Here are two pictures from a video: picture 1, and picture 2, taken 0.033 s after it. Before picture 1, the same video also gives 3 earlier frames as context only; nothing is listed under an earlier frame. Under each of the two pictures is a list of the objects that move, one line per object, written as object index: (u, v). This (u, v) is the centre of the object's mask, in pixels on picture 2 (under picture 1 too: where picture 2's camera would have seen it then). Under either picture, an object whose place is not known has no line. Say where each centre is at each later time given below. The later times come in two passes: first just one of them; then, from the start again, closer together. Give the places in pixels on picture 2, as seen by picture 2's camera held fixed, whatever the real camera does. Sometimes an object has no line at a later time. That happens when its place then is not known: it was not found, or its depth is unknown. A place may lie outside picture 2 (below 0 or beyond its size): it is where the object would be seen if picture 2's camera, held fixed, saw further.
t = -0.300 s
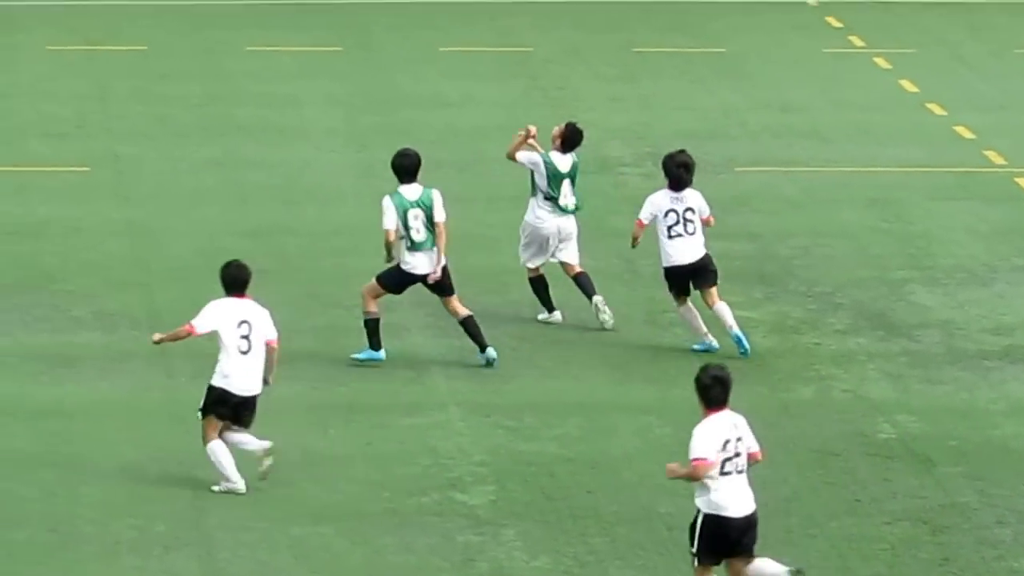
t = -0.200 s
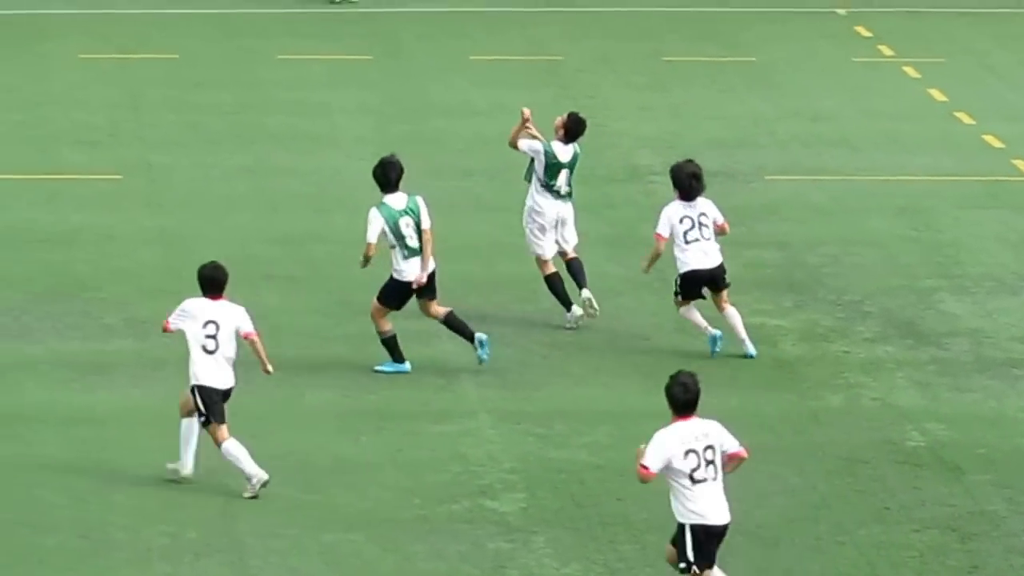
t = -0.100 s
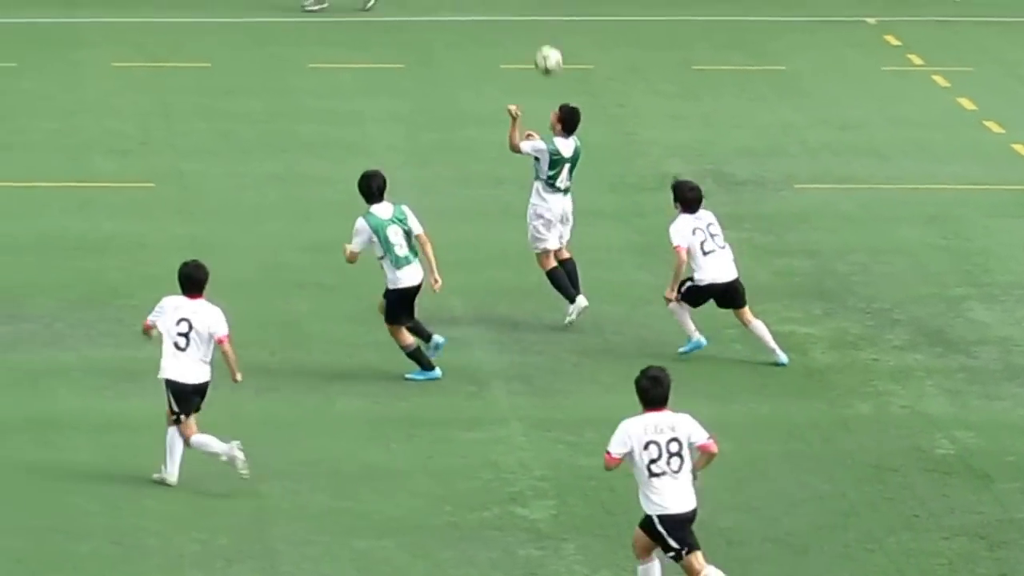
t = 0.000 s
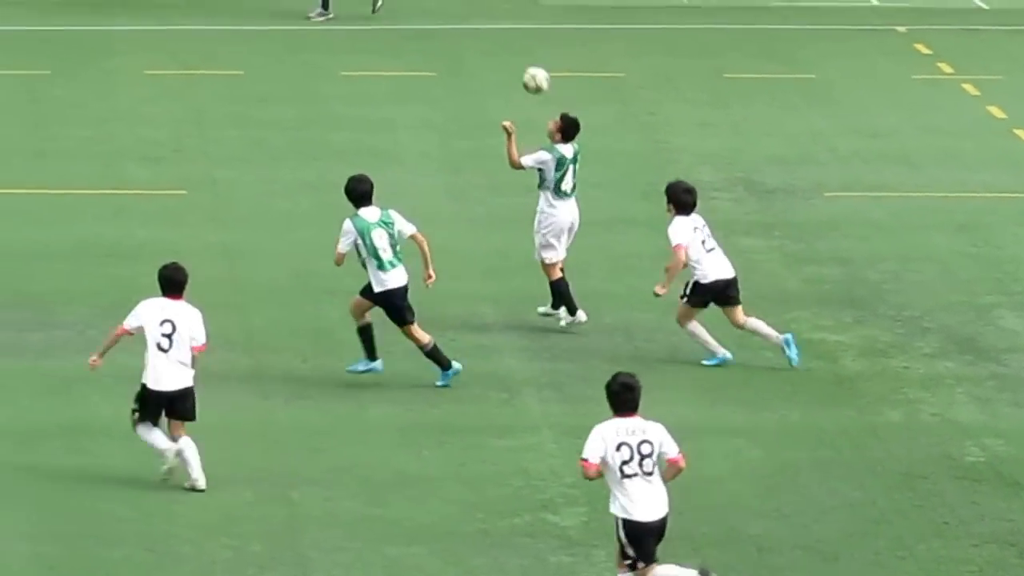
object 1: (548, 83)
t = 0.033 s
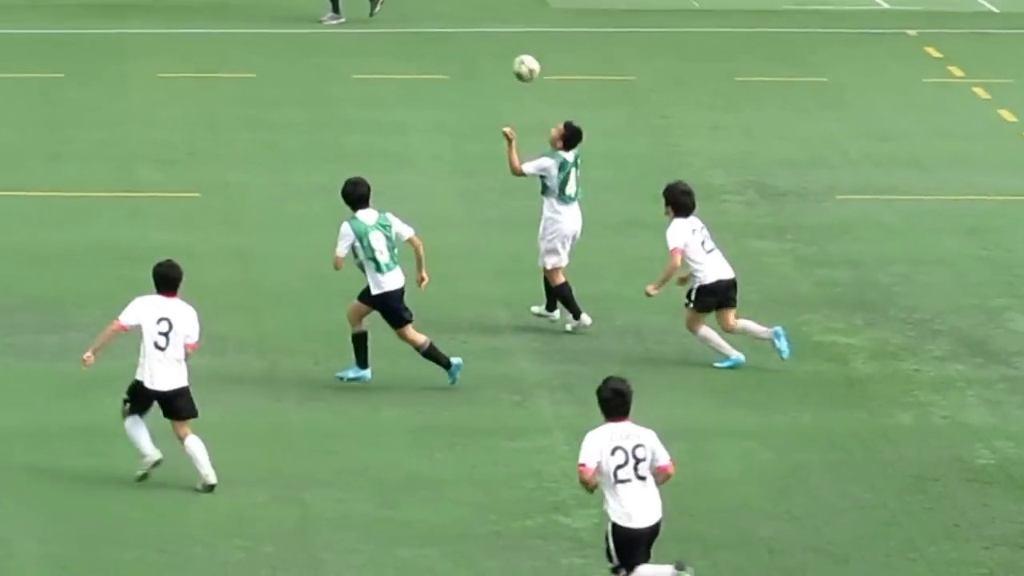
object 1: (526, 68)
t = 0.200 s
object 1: (422, 12)
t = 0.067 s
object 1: (505, 54)
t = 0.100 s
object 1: (485, 41)
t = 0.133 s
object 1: (464, 30)
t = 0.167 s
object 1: (442, 20)
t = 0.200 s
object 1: (422, 12)
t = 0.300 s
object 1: (359, -5)
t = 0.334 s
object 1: (339, -8)
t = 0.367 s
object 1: (319, -9)
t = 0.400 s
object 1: (299, -9)
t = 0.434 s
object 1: (279, -8)
